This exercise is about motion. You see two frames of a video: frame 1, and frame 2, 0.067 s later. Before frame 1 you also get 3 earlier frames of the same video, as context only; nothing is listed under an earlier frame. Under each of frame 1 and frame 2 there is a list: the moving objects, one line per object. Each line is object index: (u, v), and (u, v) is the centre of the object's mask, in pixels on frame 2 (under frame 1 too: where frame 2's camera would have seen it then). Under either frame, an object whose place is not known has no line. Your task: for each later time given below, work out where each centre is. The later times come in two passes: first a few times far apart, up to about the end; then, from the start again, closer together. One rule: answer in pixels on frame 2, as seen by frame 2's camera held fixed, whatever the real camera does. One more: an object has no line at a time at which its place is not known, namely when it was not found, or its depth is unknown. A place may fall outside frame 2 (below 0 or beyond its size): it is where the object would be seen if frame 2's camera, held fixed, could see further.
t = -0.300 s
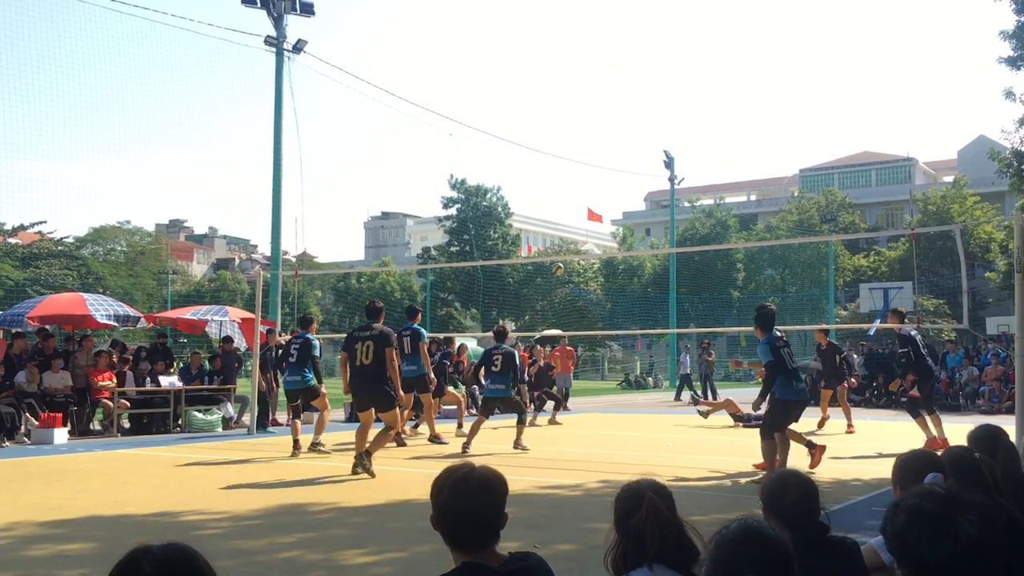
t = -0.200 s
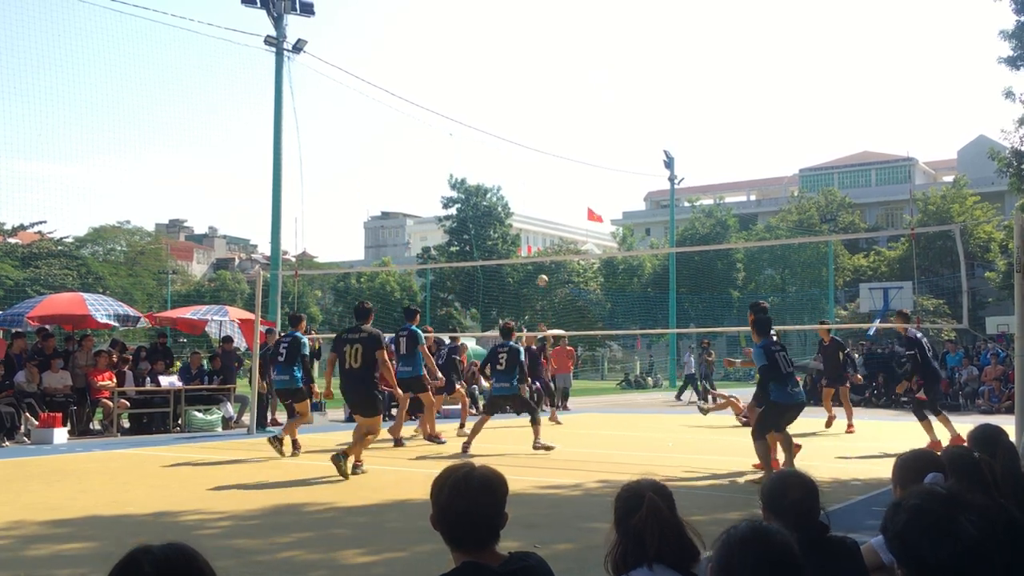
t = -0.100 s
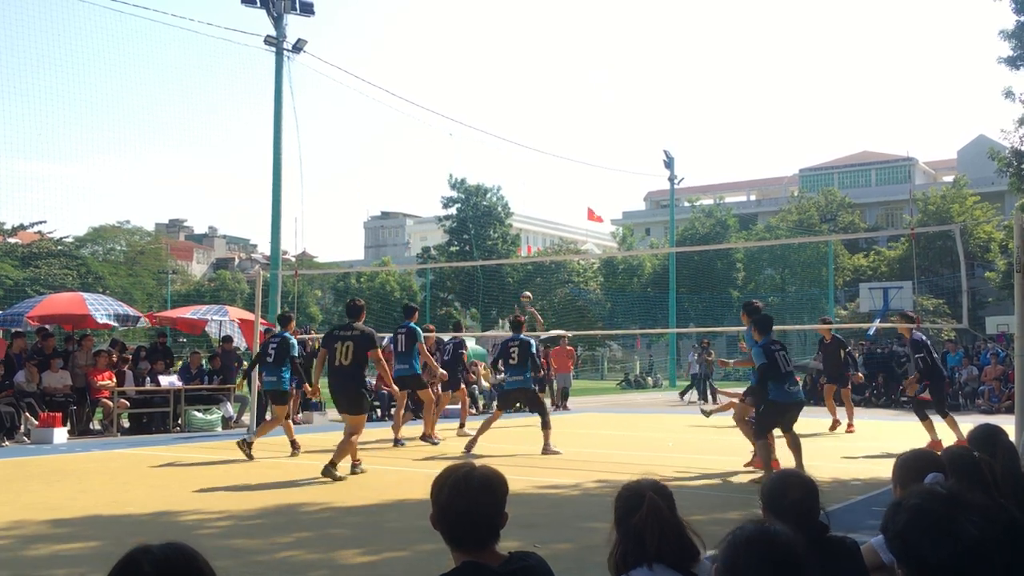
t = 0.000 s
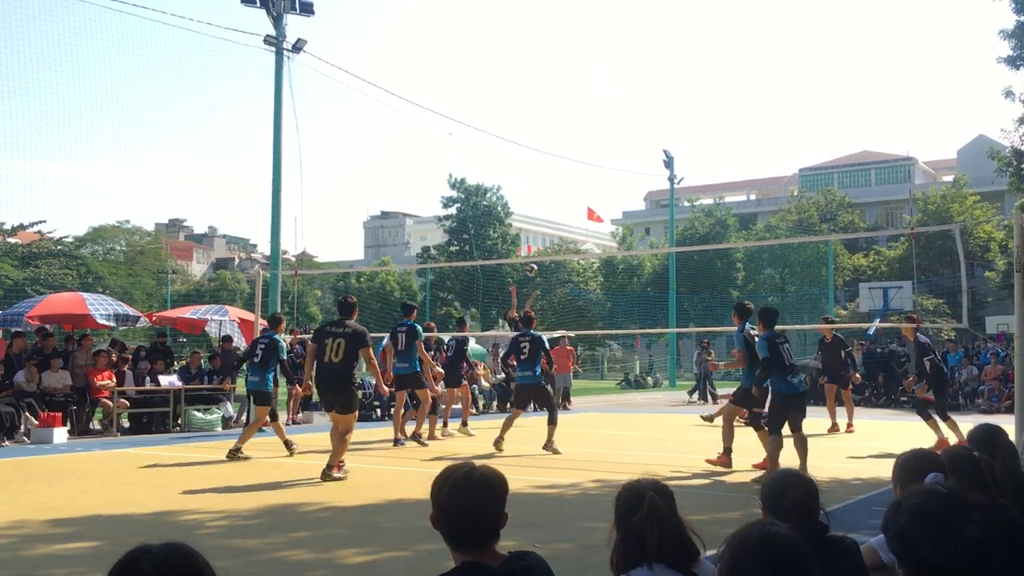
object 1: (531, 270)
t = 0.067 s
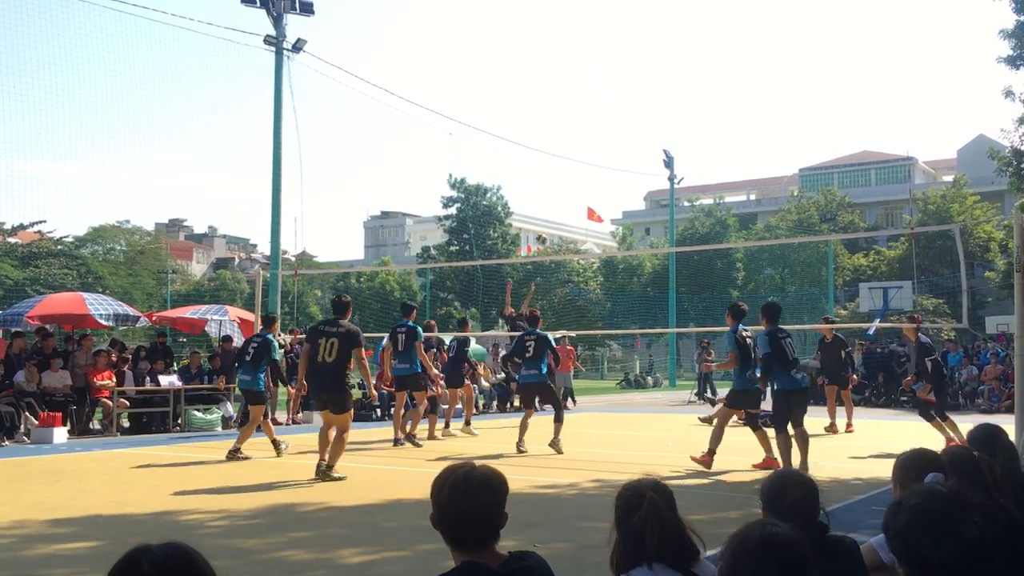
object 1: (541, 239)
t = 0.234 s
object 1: (567, 173)
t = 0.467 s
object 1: (609, 103)
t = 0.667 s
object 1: (647, 64)
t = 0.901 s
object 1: (697, 50)
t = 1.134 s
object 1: (754, 73)
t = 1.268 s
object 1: (789, 107)
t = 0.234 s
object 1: (567, 173)
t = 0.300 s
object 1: (579, 150)
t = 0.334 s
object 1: (585, 140)
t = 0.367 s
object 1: (591, 130)
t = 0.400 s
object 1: (597, 120)
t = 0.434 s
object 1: (603, 111)
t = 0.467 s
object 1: (609, 103)
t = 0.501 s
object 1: (615, 95)
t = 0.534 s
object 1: (621, 88)
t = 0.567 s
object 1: (628, 81)
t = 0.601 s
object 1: (634, 75)
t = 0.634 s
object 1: (641, 69)
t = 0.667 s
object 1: (647, 64)
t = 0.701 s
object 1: (654, 60)
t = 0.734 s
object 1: (661, 57)
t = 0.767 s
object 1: (668, 54)
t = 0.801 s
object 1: (675, 52)
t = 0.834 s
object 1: (682, 50)
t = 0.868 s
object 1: (689, 50)
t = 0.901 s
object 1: (697, 50)
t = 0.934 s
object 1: (705, 51)
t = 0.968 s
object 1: (712, 52)
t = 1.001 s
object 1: (720, 55)
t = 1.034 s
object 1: (728, 58)
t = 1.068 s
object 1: (736, 62)
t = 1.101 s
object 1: (745, 67)
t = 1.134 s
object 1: (754, 73)
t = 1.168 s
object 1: (762, 80)
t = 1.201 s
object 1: (771, 88)
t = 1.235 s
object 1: (780, 97)
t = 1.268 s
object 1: (789, 107)
